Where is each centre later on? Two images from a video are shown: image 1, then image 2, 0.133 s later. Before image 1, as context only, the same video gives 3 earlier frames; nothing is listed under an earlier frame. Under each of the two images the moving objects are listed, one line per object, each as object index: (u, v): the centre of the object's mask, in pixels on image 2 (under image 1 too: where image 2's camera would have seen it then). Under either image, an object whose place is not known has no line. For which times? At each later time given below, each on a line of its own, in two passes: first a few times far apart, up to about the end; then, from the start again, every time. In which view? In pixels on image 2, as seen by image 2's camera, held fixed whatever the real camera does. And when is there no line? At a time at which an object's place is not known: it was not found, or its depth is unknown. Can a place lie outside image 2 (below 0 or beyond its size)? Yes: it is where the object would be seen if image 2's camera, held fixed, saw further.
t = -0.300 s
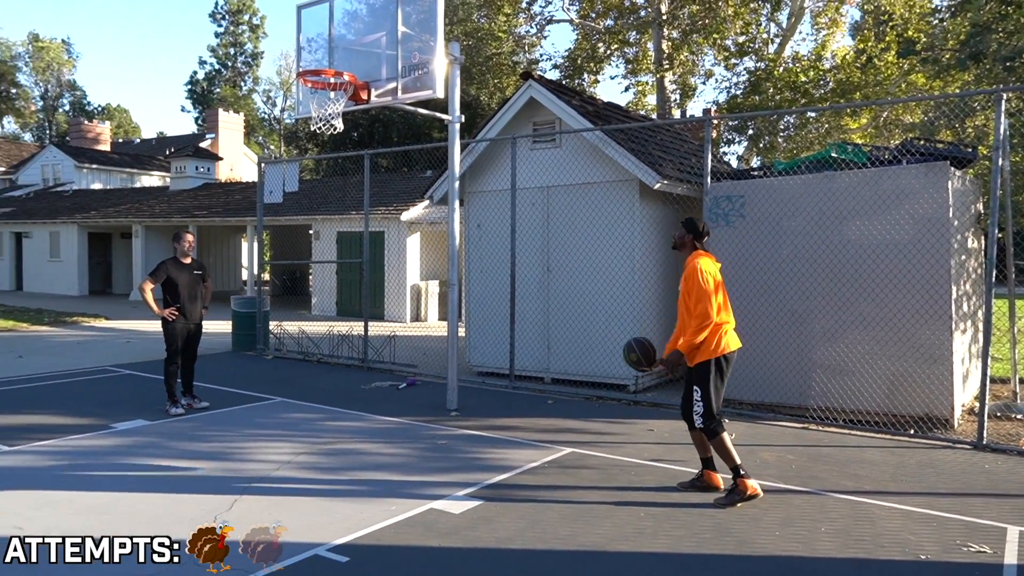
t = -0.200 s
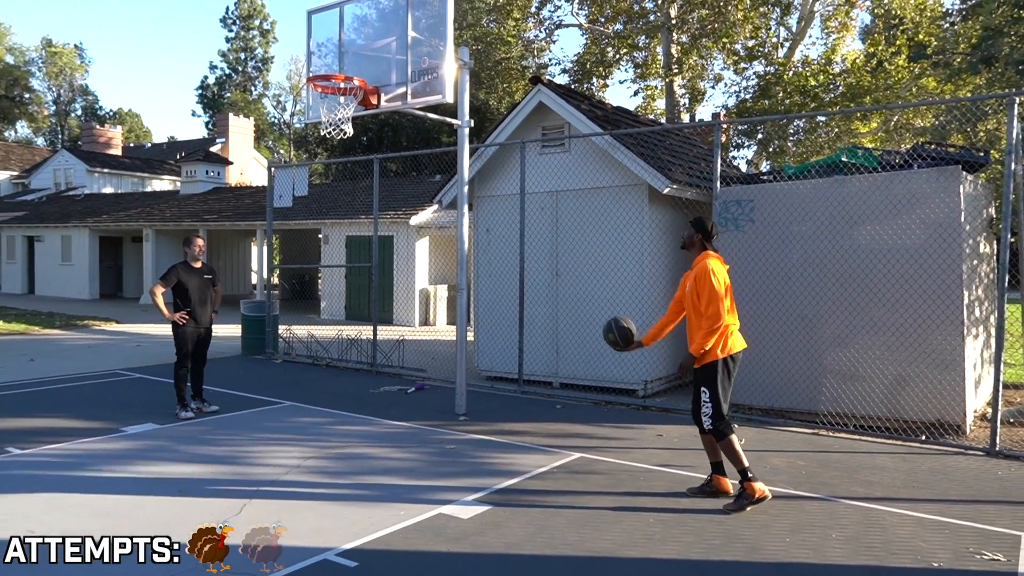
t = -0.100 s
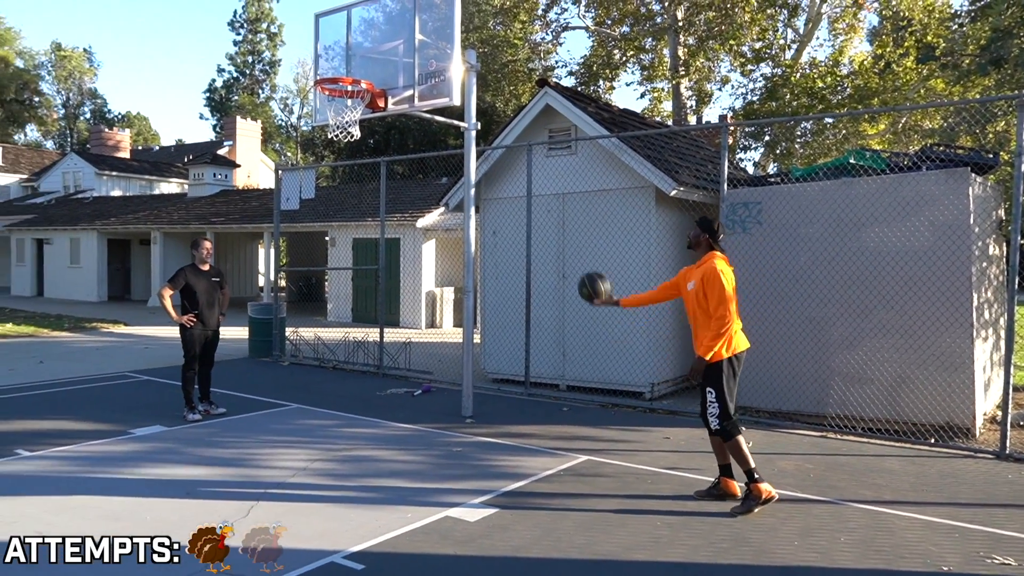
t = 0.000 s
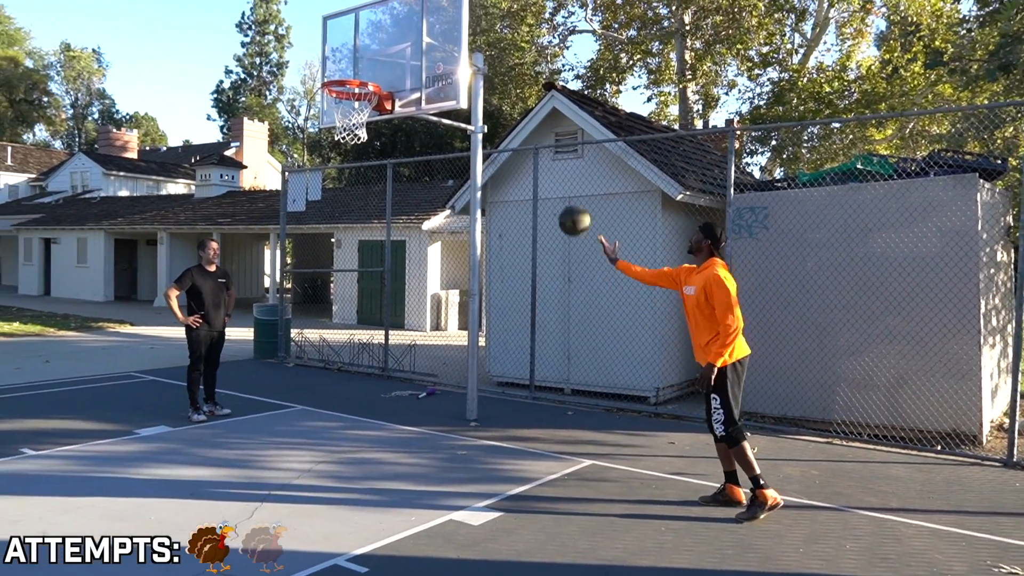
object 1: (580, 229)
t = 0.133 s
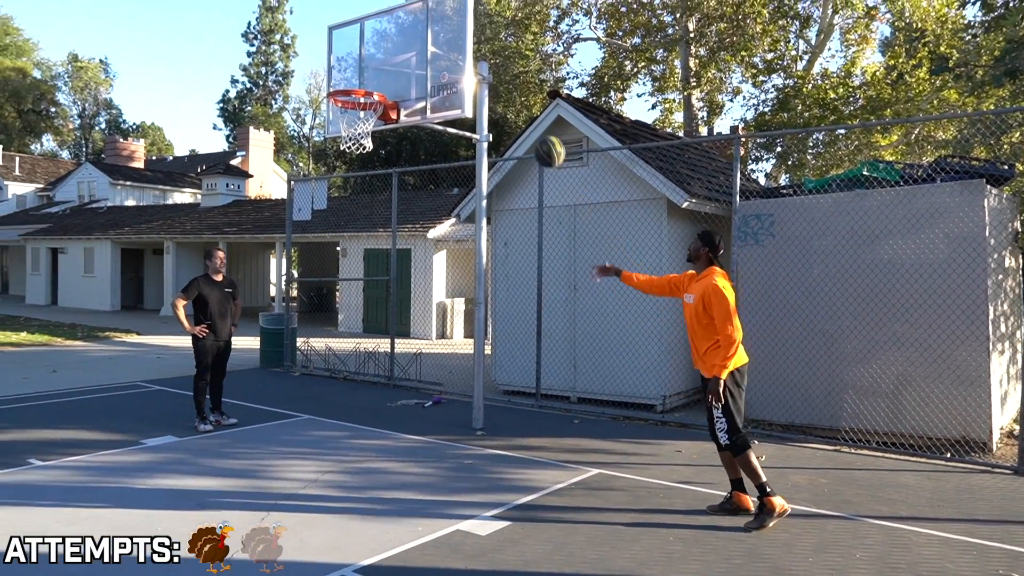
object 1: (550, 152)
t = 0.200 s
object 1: (535, 123)
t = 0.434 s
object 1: (485, 70)
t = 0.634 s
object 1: (507, 72)
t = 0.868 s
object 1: (537, 132)
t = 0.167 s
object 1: (543, 137)
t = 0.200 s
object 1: (535, 123)
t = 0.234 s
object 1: (528, 112)
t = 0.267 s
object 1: (520, 101)
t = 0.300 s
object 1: (513, 92)
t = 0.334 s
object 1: (508, 85)
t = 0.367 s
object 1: (500, 79)
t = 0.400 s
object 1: (492, 74)
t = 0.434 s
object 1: (485, 70)
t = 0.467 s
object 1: (487, 67)
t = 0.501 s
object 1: (493, 66)
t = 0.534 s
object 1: (498, 66)
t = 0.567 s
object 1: (501, 66)
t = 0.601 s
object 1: (505, 70)
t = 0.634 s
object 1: (507, 72)
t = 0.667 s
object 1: (515, 77)
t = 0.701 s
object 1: (519, 83)
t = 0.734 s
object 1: (522, 90)
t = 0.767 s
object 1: (527, 99)
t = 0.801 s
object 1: (530, 109)
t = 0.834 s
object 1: (534, 120)
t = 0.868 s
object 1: (537, 132)
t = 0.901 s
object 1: (541, 146)
